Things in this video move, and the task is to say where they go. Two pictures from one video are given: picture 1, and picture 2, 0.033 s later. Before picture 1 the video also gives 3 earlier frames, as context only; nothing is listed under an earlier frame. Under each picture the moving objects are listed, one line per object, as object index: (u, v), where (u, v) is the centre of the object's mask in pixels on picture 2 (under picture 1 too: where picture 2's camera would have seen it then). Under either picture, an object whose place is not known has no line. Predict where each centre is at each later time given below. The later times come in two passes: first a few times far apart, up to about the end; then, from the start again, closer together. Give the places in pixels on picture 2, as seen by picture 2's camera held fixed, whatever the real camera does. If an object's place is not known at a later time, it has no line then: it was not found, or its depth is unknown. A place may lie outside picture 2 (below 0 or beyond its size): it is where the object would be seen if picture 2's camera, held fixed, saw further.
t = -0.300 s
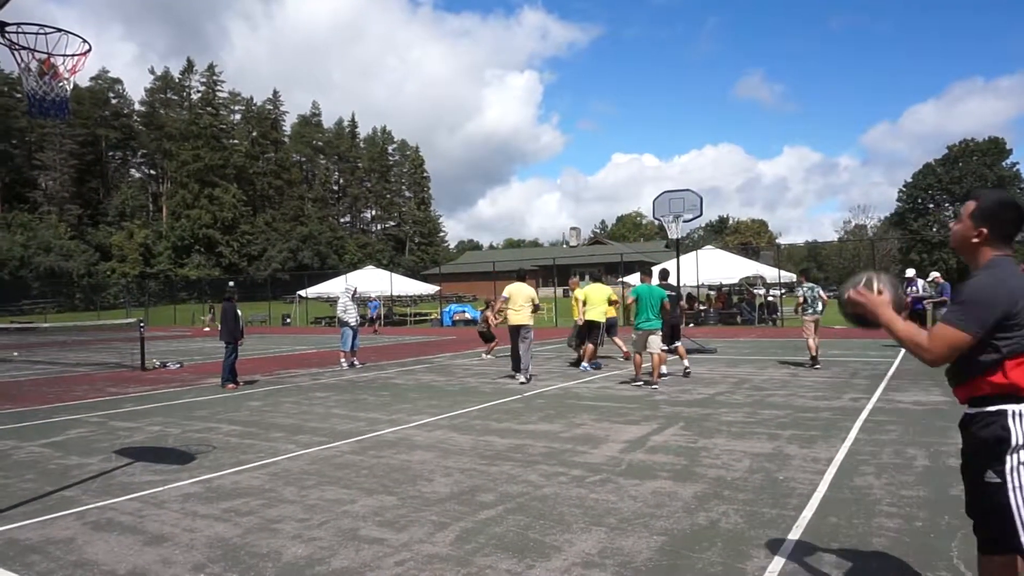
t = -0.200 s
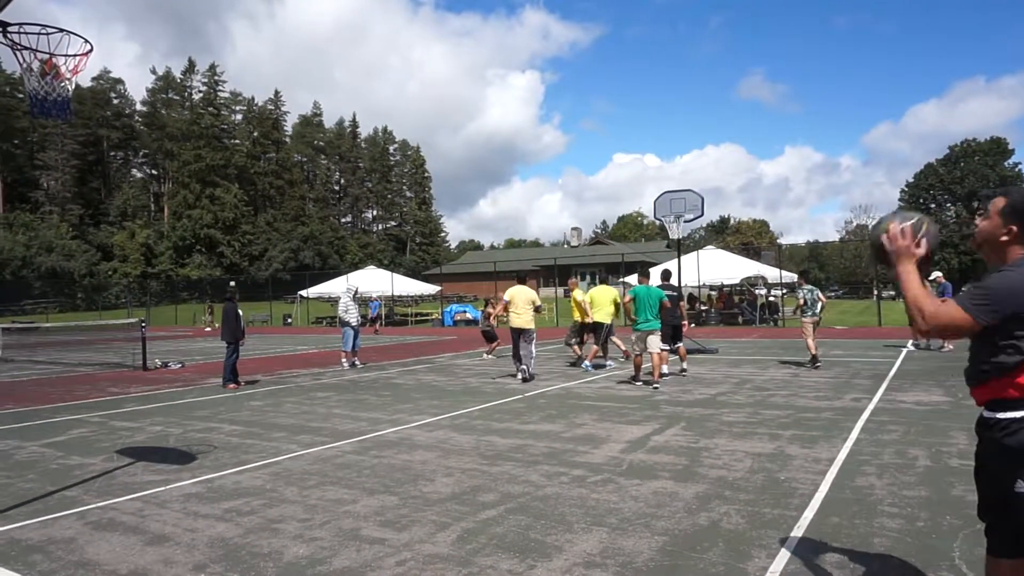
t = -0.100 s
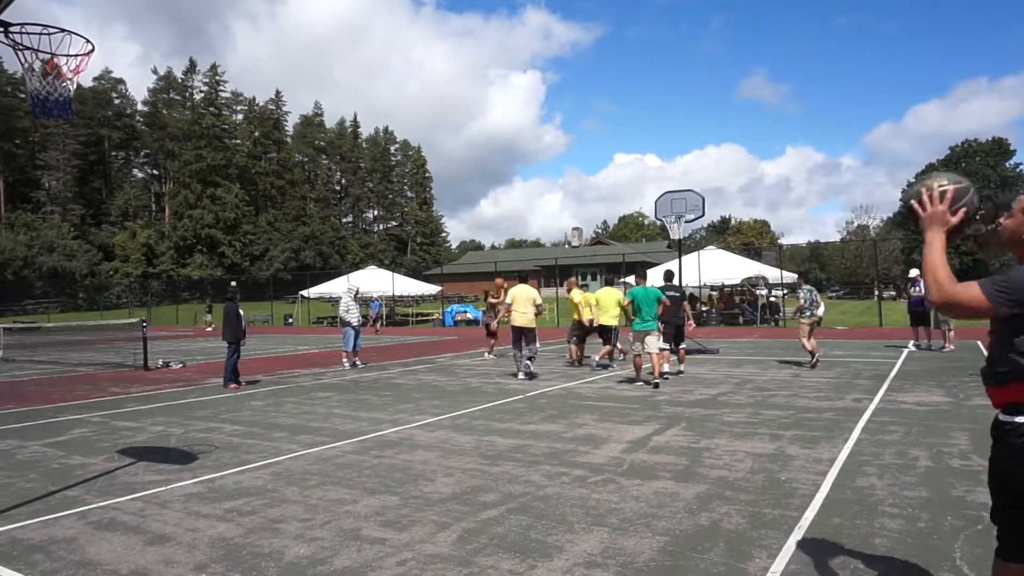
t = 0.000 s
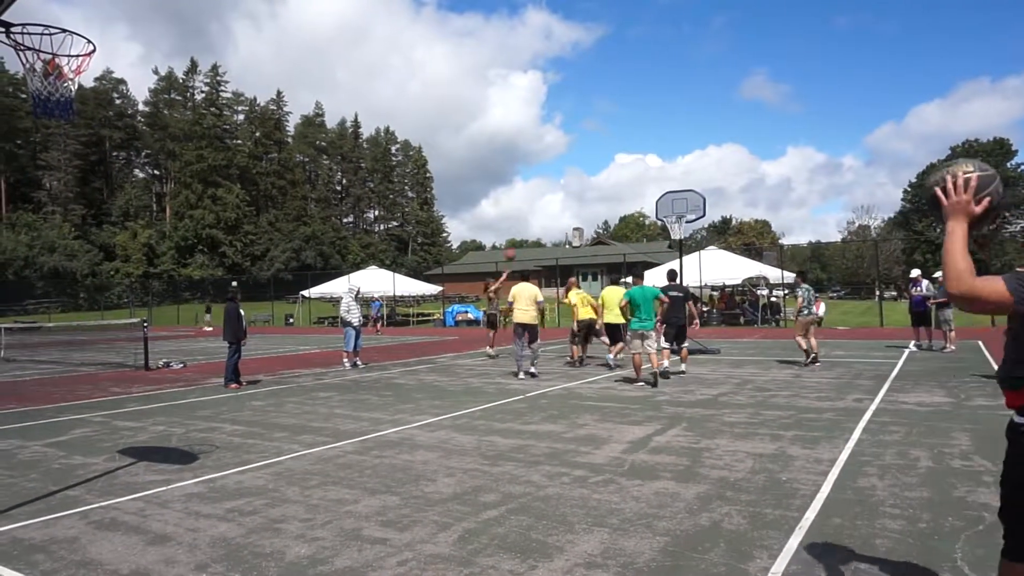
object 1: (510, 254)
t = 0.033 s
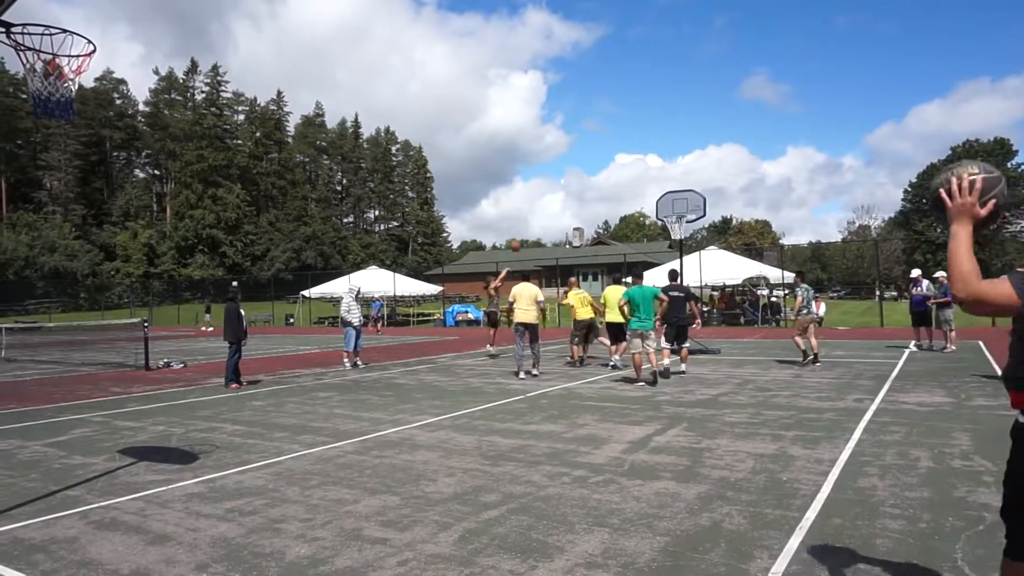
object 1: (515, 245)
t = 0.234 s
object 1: (541, 199)
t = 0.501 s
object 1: (578, 164)
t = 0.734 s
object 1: (612, 159)
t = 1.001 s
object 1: (653, 184)
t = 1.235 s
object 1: (681, 226)
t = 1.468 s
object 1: (683, 254)
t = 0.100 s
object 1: (523, 229)
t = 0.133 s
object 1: (528, 221)
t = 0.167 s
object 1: (532, 213)
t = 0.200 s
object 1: (537, 206)
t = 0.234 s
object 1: (541, 199)
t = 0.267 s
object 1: (546, 193)
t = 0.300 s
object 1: (550, 188)
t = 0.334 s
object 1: (555, 183)
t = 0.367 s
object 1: (559, 178)
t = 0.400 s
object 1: (564, 174)
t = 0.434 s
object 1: (569, 170)
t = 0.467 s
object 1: (574, 167)
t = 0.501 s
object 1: (578, 164)
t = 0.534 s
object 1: (584, 162)
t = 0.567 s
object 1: (588, 160)
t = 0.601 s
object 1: (593, 159)
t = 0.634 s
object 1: (598, 158)
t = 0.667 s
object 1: (603, 158)
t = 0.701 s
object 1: (607, 158)
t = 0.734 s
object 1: (612, 159)
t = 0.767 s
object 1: (617, 160)
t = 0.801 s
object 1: (623, 162)
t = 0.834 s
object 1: (627, 164)
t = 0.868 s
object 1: (633, 167)
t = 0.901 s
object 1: (638, 170)
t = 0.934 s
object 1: (643, 174)
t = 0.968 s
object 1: (648, 179)
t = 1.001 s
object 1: (653, 184)
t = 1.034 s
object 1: (658, 190)
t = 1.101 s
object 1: (668, 204)
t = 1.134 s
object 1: (675, 210)
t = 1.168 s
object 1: (678, 218)
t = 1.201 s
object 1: (680, 223)
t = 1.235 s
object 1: (681, 226)
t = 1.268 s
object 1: (682, 234)
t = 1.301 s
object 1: (683, 237)
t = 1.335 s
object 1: (682, 240)
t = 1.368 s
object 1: (683, 242)
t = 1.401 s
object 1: (684, 245)
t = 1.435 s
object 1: (684, 249)
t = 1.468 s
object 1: (683, 254)
